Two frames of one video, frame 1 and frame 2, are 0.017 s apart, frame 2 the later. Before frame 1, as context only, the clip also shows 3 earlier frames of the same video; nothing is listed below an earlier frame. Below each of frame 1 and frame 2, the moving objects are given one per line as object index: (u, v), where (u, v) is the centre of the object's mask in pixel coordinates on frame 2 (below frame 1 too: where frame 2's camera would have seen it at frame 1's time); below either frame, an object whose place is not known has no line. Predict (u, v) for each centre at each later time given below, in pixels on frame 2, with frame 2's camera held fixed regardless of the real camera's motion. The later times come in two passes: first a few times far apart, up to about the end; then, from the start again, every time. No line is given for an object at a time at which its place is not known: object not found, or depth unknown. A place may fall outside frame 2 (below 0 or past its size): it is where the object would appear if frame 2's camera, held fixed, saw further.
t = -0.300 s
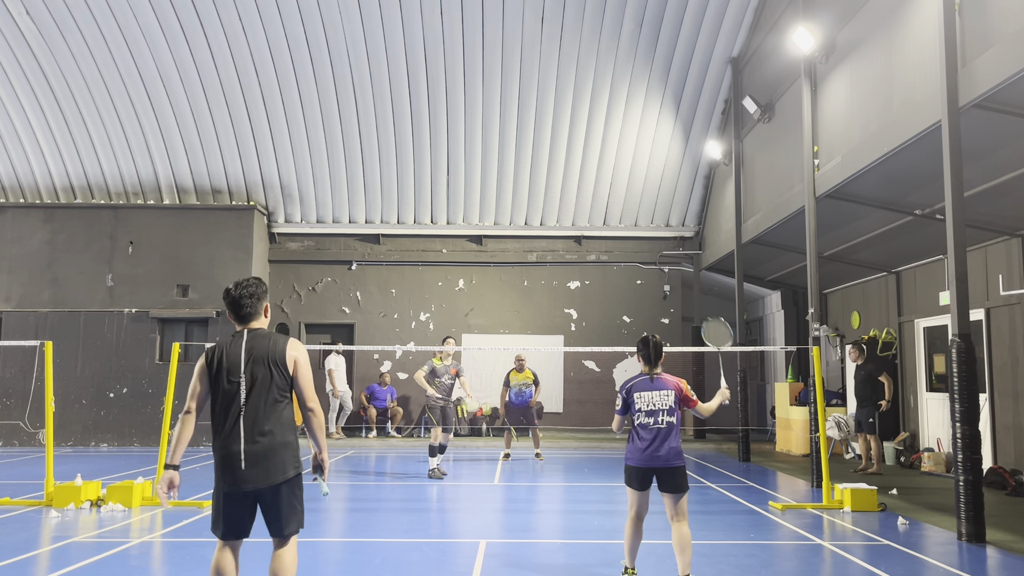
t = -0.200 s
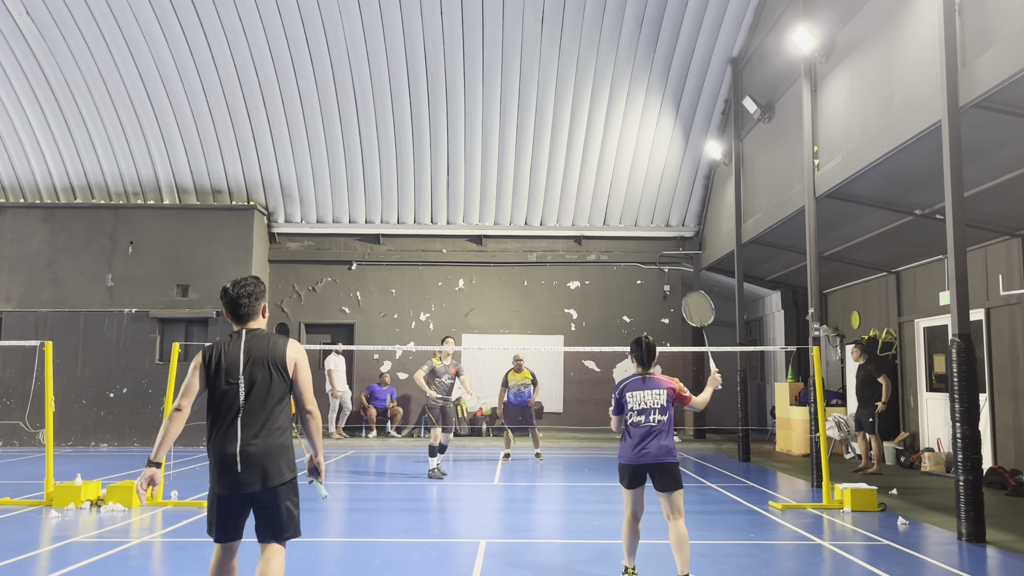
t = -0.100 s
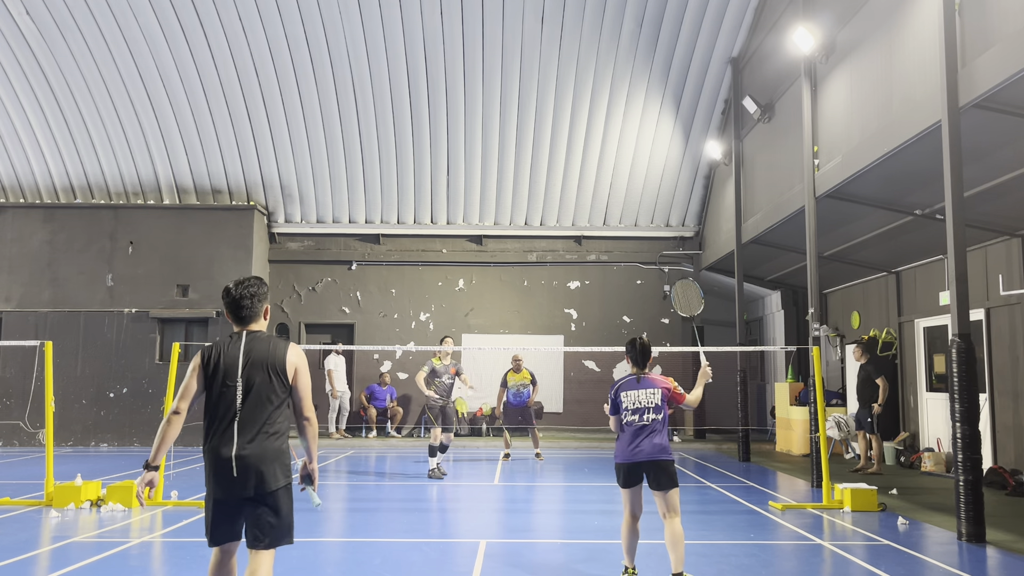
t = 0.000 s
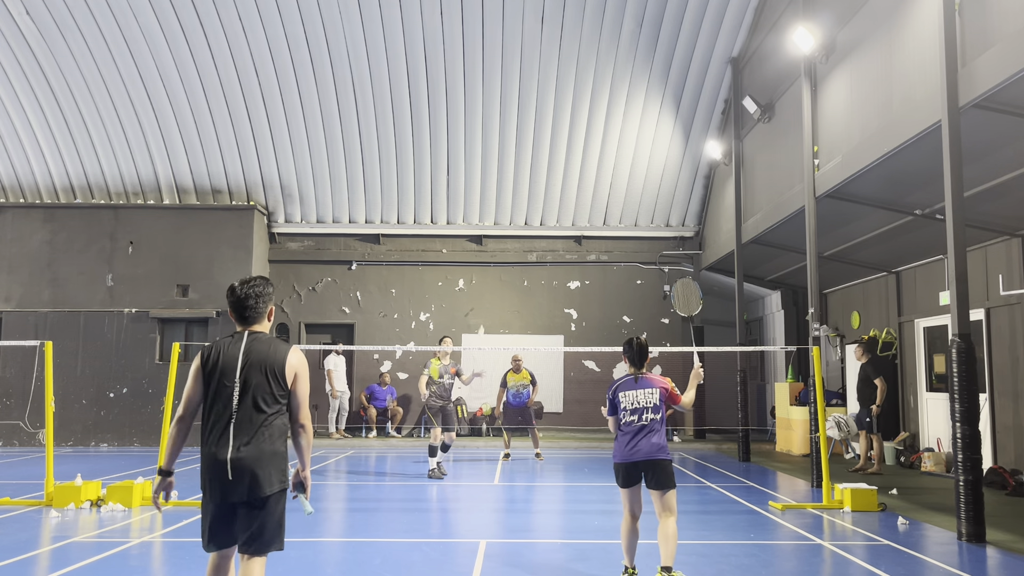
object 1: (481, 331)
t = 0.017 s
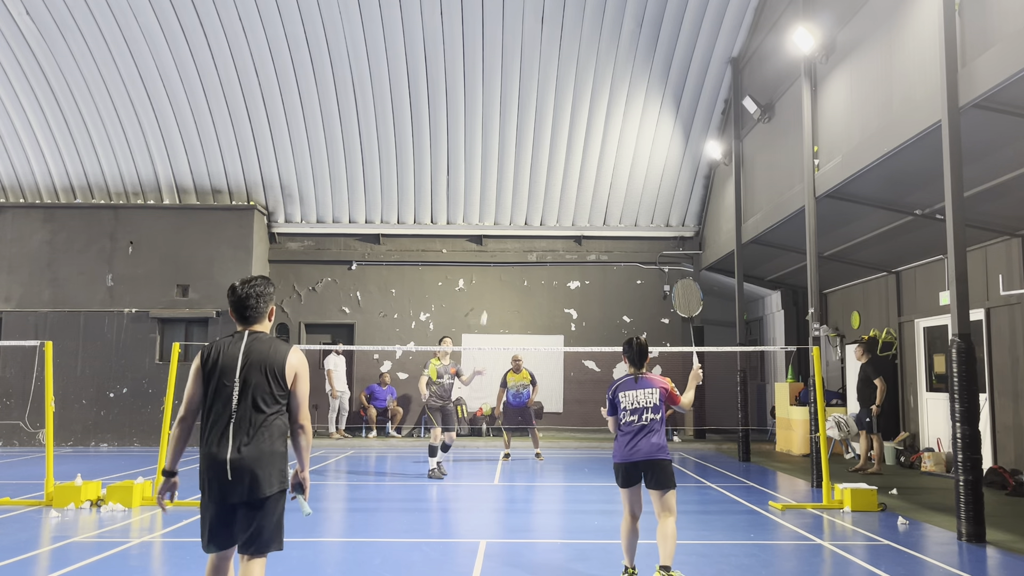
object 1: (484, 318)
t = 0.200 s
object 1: (515, 190)
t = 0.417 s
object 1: (547, 88)
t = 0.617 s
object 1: (577, 41)
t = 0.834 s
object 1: (608, 52)
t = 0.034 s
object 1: (486, 305)
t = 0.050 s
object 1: (488, 291)
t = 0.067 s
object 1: (491, 278)
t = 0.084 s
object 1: (494, 266)
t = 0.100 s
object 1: (497, 254)
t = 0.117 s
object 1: (499, 243)
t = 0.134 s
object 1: (502, 232)
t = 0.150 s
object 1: (506, 221)
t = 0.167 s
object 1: (508, 211)
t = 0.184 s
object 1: (512, 200)
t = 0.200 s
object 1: (515, 190)
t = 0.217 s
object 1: (517, 181)
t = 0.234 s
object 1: (520, 172)
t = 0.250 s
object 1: (522, 163)
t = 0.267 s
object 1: (525, 154)
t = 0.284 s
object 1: (527, 145)
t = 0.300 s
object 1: (530, 137)
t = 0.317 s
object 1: (532, 129)
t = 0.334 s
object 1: (535, 121)
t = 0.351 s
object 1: (538, 114)
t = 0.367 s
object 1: (540, 107)
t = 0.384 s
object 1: (542, 101)
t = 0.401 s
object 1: (545, 94)
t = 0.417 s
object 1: (547, 88)
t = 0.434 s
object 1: (550, 82)
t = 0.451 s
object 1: (552, 77)
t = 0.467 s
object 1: (554, 72)
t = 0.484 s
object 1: (557, 67)
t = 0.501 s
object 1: (559, 63)
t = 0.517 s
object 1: (562, 58)
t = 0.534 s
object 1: (564, 55)
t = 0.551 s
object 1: (567, 51)
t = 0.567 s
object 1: (569, 48)
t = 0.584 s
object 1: (572, 45)
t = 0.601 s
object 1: (574, 43)
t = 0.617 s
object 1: (577, 41)
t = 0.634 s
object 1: (579, 39)
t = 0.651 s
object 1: (581, 38)
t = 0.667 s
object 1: (584, 37)
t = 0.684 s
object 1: (586, 36)
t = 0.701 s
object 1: (589, 36)
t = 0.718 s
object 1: (591, 37)
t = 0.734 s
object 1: (594, 37)
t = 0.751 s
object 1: (596, 39)
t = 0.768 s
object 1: (599, 40)
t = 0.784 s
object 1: (601, 42)
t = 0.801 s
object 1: (604, 45)
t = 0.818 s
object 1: (606, 48)
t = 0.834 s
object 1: (608, 52)
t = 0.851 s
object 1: (611, 56)
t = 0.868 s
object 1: (613, 61)
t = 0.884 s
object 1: (615, 66)
